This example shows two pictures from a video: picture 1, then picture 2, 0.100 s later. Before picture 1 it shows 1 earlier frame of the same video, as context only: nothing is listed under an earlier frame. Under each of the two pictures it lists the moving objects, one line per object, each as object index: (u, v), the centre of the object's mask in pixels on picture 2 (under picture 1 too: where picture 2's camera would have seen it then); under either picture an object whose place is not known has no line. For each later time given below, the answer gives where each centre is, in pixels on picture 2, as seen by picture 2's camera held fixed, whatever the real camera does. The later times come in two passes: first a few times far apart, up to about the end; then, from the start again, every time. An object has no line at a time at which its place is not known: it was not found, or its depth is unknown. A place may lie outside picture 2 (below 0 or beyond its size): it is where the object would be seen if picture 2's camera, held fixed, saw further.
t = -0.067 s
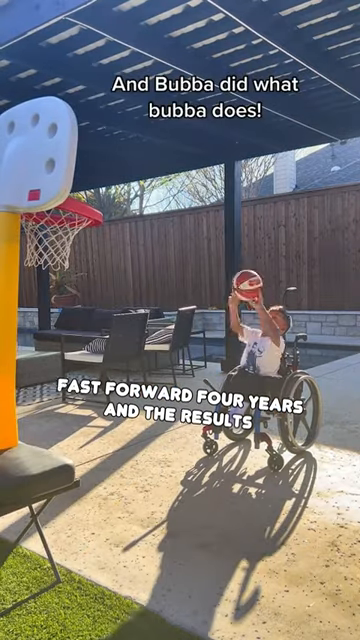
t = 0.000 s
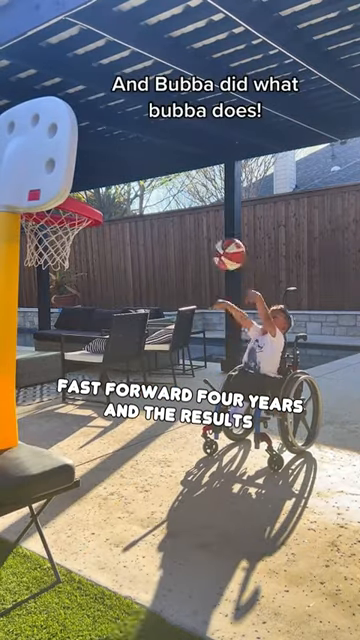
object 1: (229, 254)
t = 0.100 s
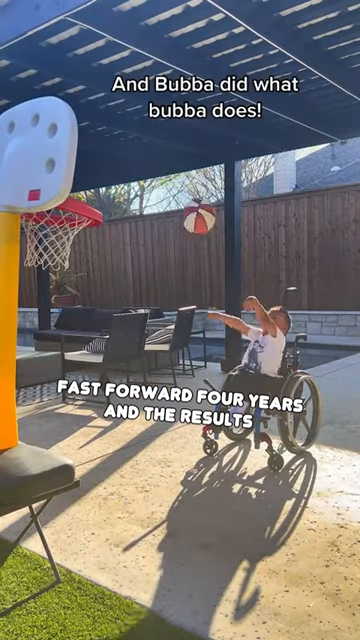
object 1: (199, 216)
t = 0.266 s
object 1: (136, 187)
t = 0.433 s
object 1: (81, 196)
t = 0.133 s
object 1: (187, 206)
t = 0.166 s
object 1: (175, 198)
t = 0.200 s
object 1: (163, 192)
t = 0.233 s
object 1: (150, 188)
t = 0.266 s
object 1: (136, 187)
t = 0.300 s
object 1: (122, 188)
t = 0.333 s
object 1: (107, 192)
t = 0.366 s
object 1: (94, 194)
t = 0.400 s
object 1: (86, 198)
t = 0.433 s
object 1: (81, 196)
